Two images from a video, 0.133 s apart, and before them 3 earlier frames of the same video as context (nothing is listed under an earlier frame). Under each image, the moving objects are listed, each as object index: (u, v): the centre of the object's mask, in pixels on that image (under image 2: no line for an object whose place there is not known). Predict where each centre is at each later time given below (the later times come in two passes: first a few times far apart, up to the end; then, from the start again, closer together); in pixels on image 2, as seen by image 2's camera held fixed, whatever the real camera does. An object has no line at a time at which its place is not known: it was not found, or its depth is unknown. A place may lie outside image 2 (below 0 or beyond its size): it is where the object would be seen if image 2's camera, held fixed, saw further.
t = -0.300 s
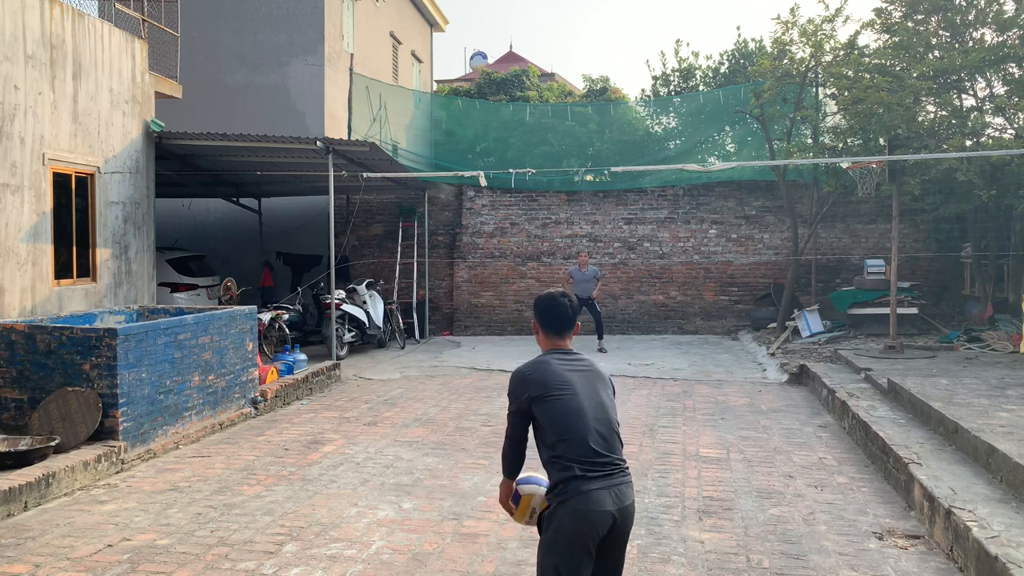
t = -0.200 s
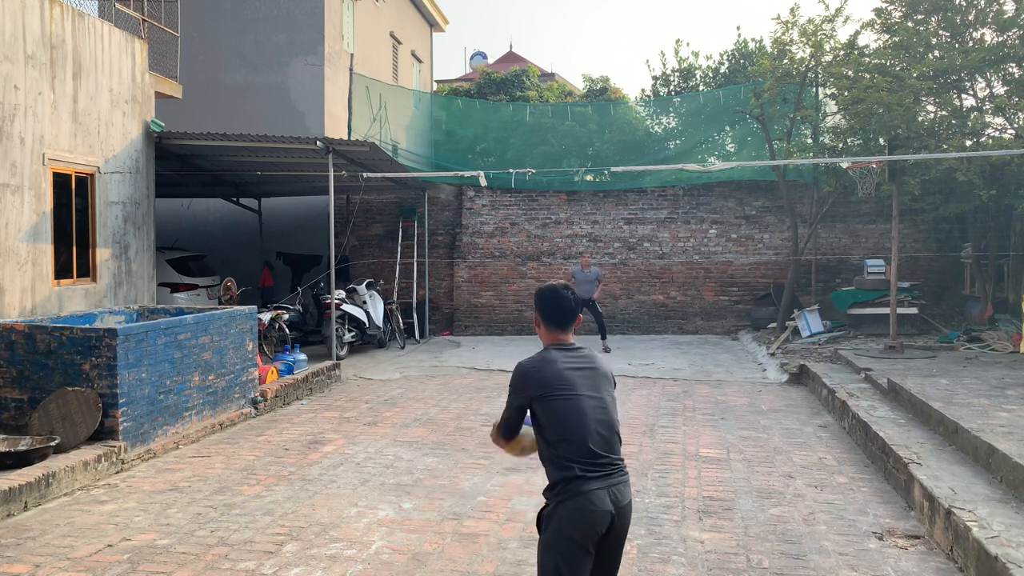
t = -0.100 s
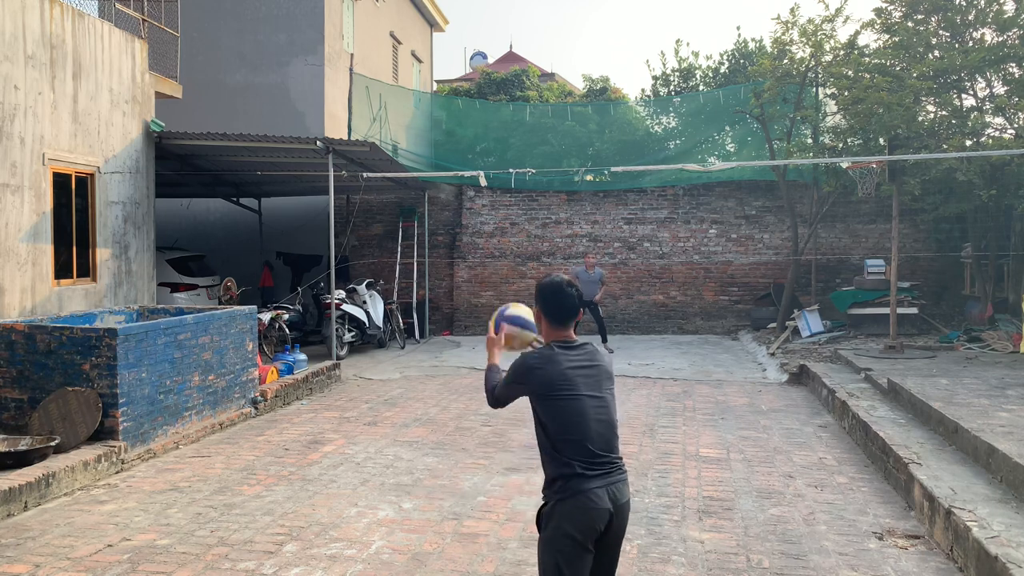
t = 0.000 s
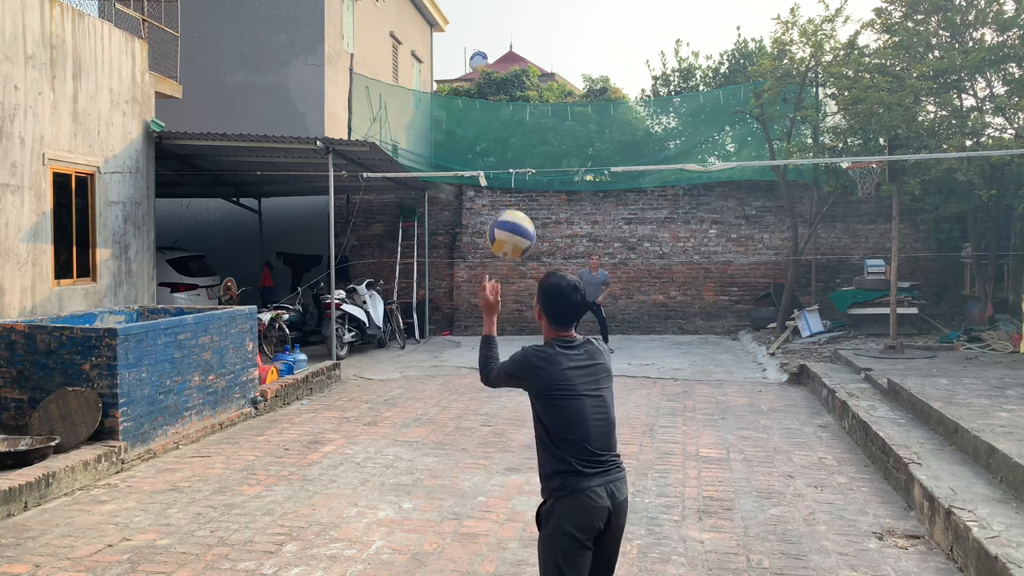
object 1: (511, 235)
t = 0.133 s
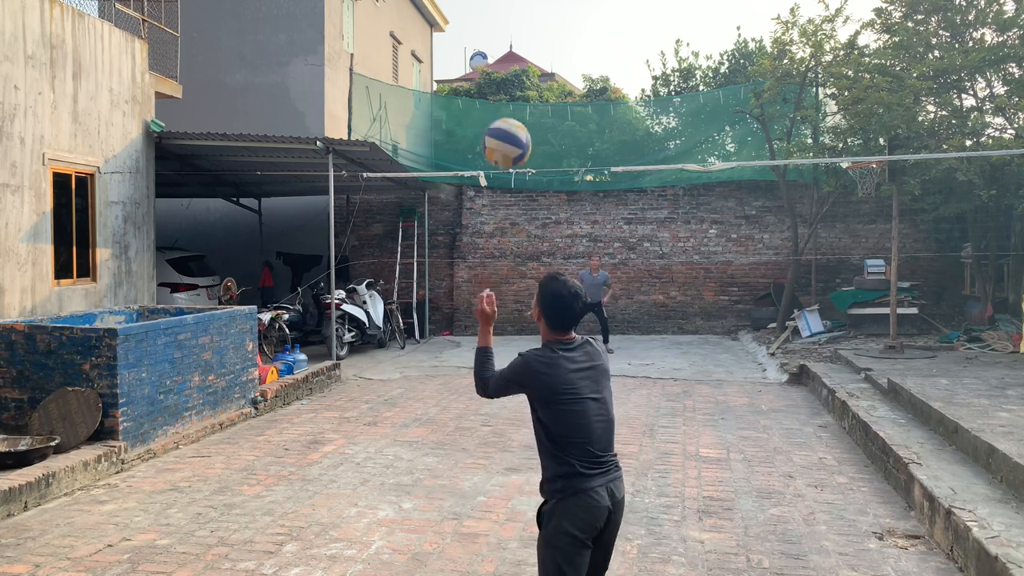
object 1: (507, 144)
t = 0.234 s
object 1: (502, 101)
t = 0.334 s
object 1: (499, 82)
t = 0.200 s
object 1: (504, 113)
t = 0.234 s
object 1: (502, 101)
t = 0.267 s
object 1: (501, 92)
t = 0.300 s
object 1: (500, 86)
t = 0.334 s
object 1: (499, 82)
